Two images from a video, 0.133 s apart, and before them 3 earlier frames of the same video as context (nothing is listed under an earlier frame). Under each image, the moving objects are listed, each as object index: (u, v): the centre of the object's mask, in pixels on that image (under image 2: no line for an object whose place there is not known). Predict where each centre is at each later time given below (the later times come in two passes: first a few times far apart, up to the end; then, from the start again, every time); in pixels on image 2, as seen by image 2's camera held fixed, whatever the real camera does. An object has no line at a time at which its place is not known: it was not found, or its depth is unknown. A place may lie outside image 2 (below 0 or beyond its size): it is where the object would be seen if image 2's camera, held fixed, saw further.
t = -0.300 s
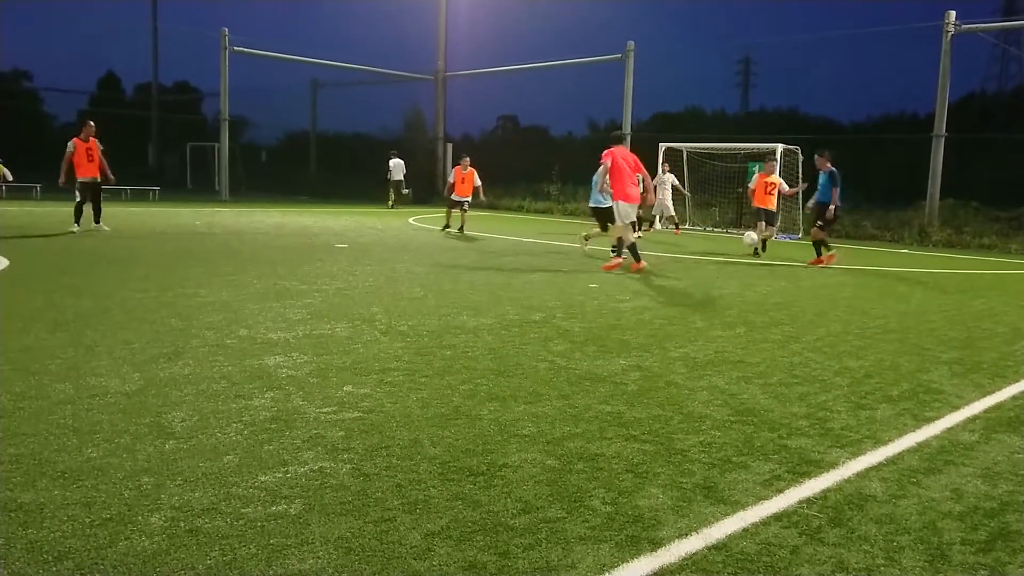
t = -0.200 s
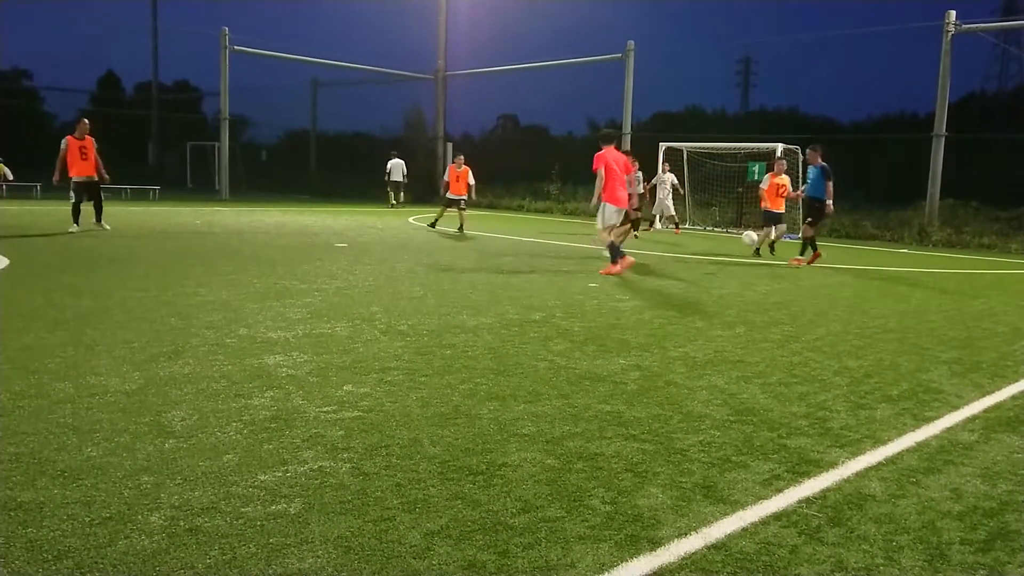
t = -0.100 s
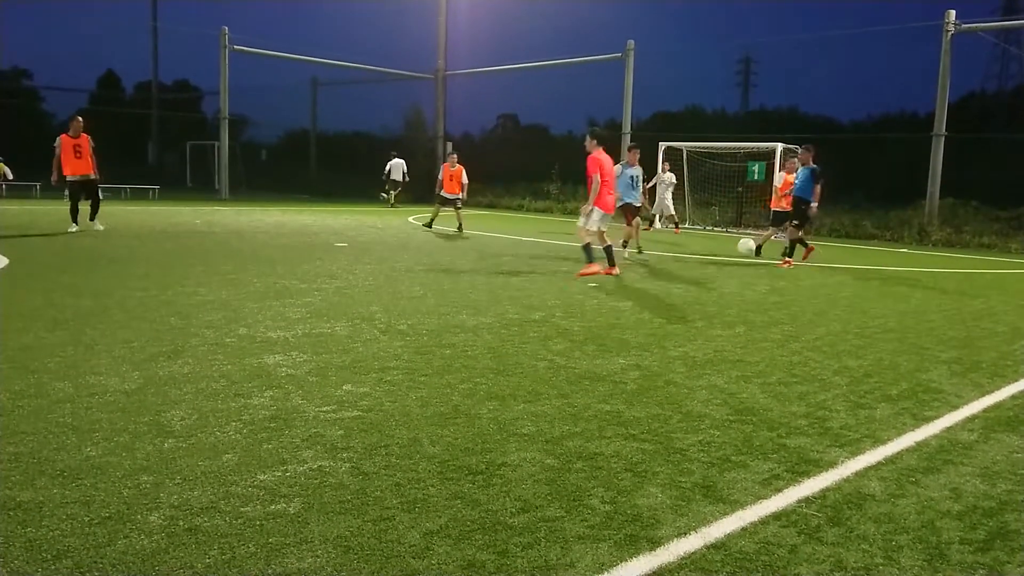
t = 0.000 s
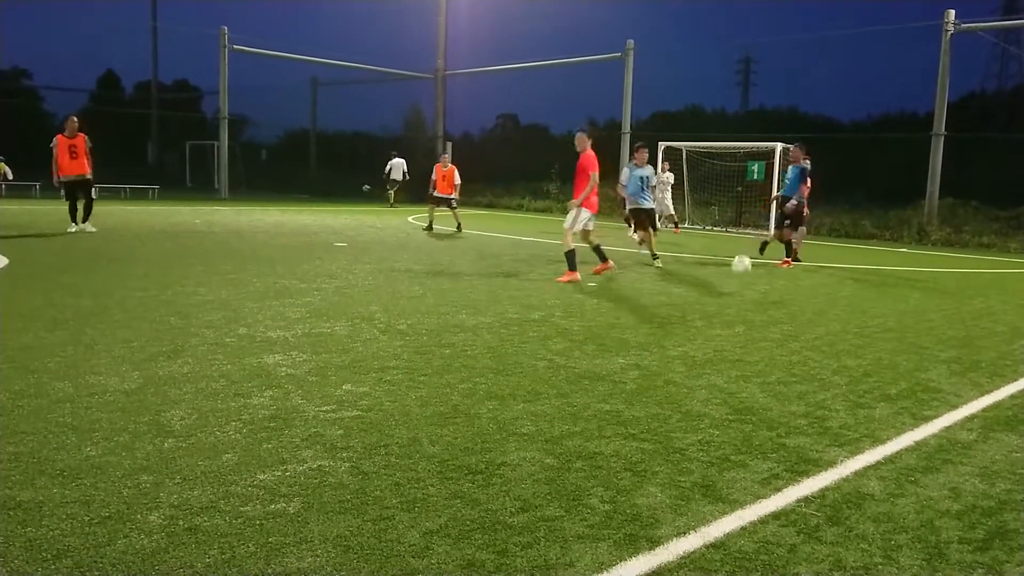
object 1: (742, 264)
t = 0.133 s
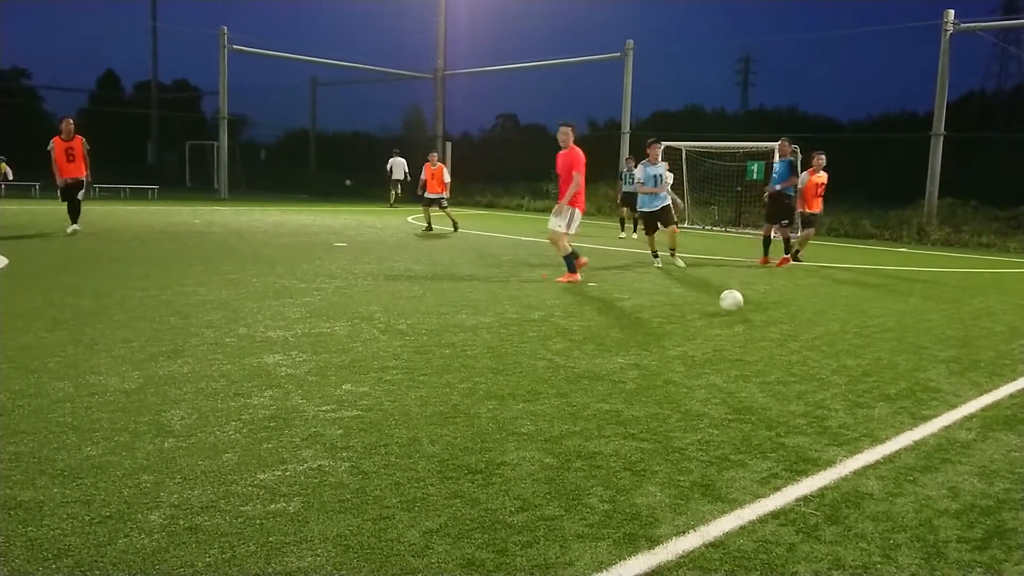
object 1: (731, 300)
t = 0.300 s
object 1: (722, 313)
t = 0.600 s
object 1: (684, 403)
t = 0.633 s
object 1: (676, 417)
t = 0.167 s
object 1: (729, 300)
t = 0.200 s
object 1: (727, 300)
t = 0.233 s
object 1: (726, 302)
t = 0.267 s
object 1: (724, 306)
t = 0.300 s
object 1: (722, 313)
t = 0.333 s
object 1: (718, 320)
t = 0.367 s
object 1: (714, 331)
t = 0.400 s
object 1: (710, 344)
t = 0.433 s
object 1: (707, 359)
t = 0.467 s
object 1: (703, 364)
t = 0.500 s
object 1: (698, 369)
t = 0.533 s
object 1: (694, 377)
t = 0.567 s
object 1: (689, 388)
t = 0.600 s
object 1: (684, 403)
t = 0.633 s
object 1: (676, 417)
